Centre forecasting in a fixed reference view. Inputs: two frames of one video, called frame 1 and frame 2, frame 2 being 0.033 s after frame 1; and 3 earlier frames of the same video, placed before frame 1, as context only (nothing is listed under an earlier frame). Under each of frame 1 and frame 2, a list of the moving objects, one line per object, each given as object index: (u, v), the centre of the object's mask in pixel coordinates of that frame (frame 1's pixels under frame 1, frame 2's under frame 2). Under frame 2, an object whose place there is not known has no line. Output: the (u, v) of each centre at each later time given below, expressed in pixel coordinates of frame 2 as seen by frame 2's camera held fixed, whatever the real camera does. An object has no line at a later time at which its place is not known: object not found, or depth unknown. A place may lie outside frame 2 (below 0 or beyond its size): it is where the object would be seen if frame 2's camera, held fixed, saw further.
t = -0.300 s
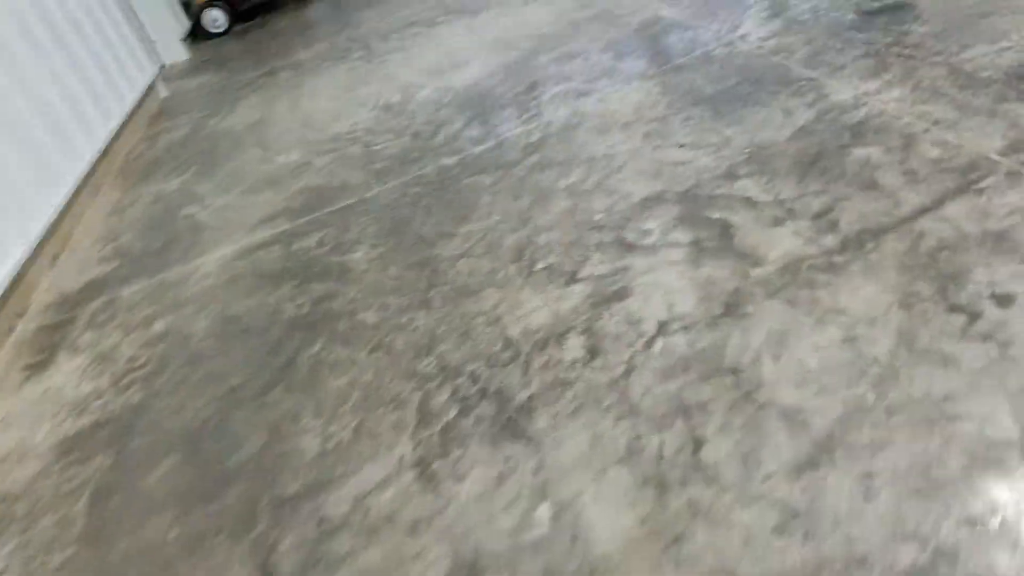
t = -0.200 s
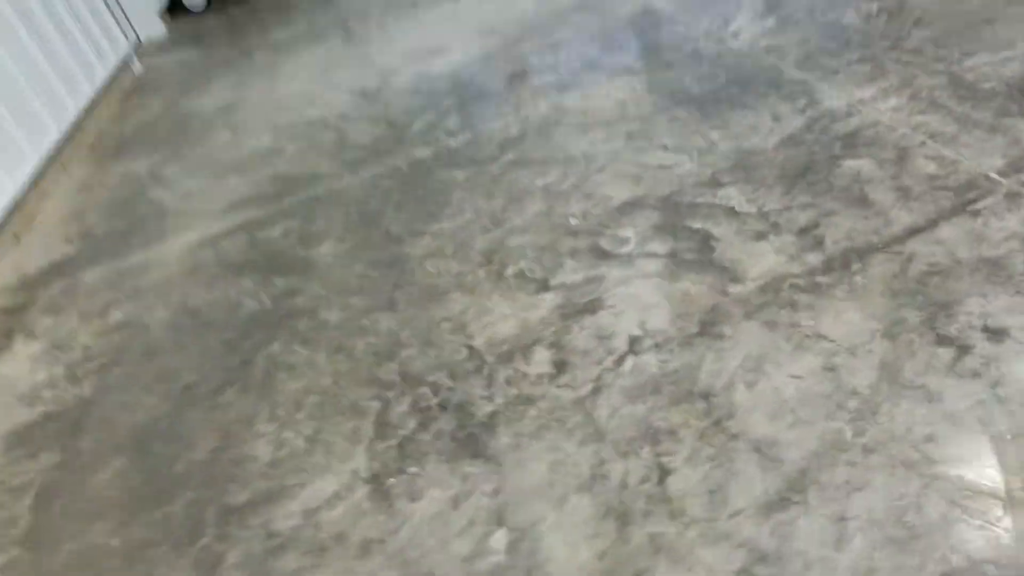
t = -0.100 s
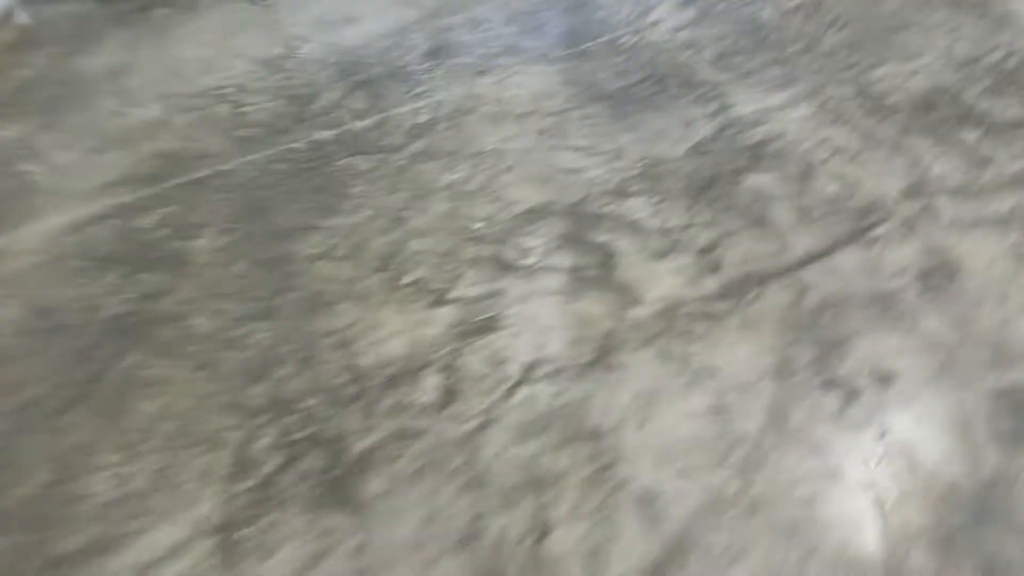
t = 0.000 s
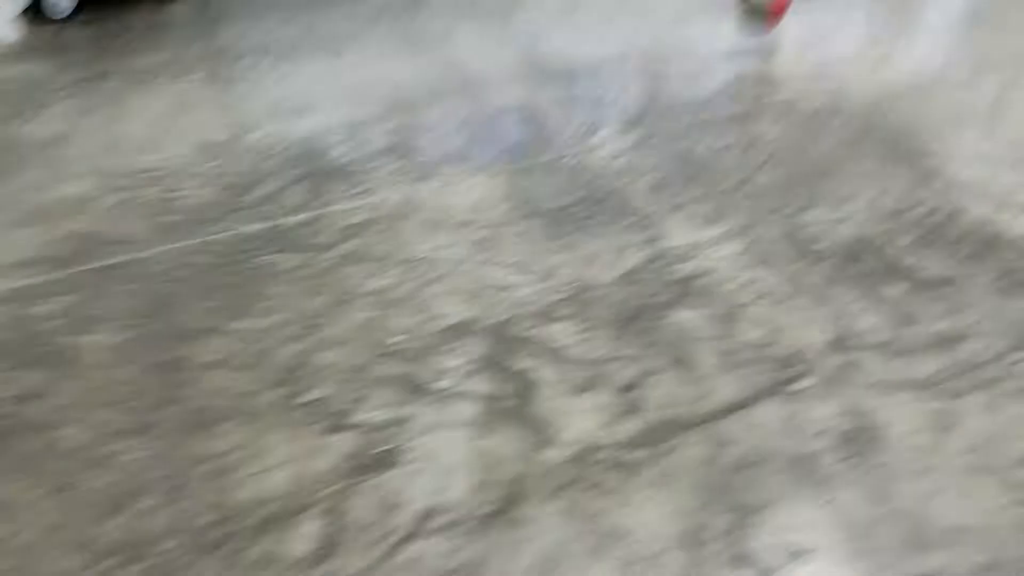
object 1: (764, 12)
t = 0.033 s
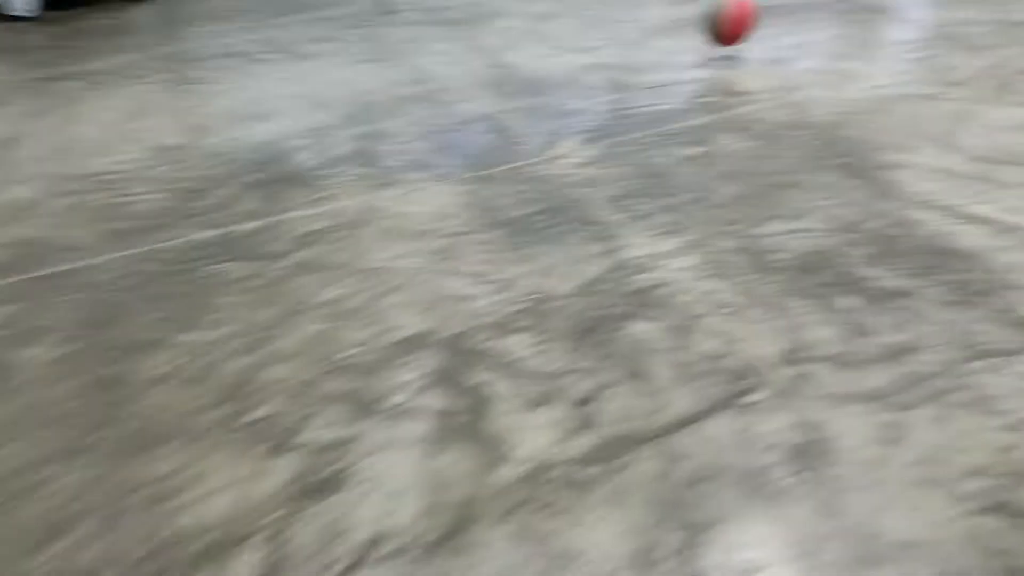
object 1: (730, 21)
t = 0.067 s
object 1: (737, 20)
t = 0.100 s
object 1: (731, 22)
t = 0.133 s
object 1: (728, 9)
